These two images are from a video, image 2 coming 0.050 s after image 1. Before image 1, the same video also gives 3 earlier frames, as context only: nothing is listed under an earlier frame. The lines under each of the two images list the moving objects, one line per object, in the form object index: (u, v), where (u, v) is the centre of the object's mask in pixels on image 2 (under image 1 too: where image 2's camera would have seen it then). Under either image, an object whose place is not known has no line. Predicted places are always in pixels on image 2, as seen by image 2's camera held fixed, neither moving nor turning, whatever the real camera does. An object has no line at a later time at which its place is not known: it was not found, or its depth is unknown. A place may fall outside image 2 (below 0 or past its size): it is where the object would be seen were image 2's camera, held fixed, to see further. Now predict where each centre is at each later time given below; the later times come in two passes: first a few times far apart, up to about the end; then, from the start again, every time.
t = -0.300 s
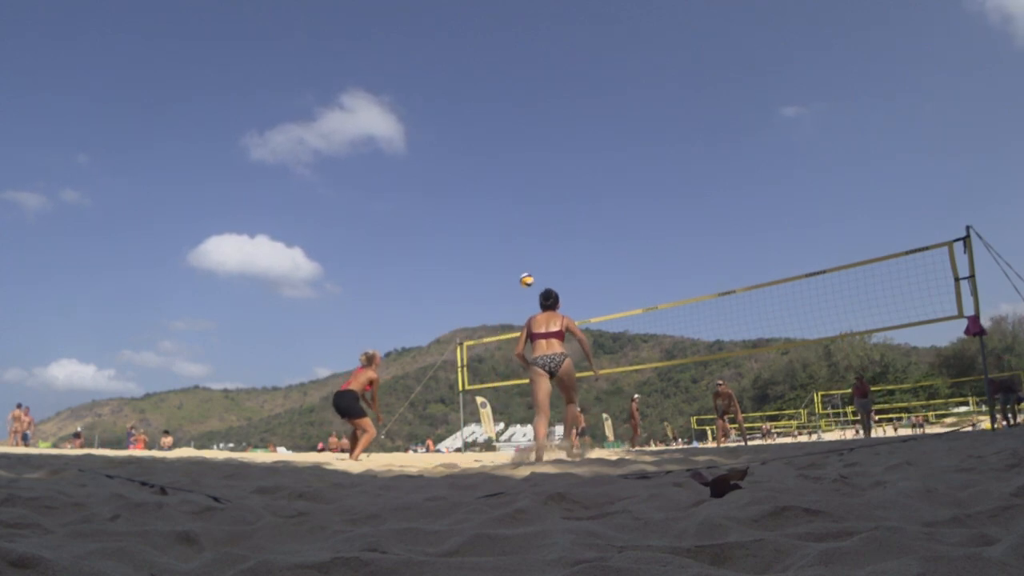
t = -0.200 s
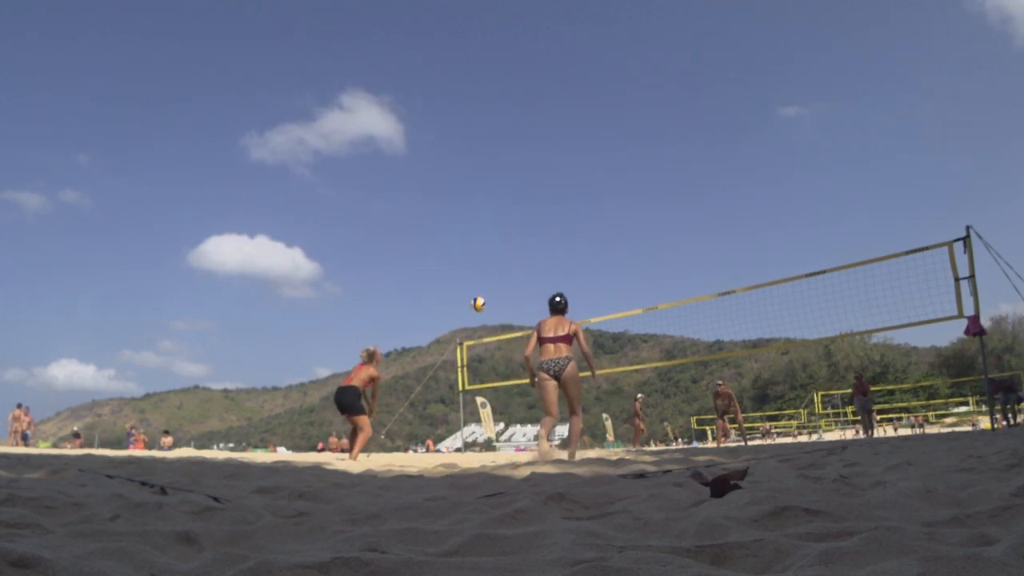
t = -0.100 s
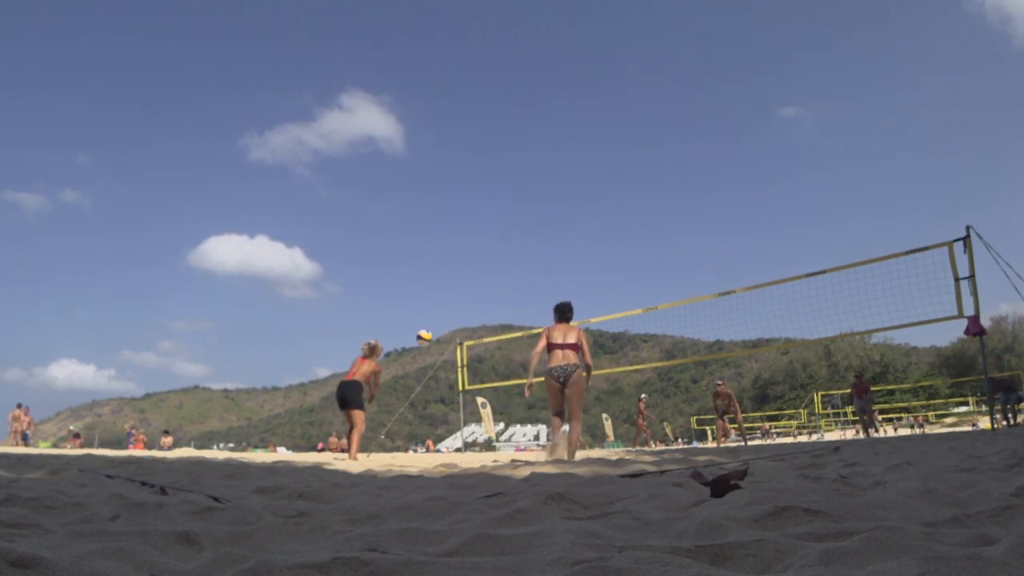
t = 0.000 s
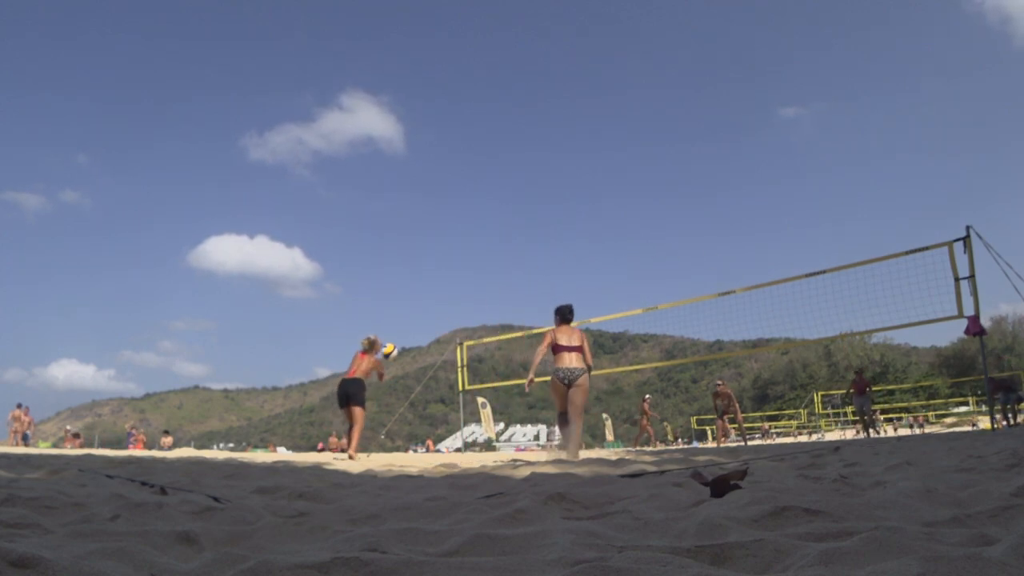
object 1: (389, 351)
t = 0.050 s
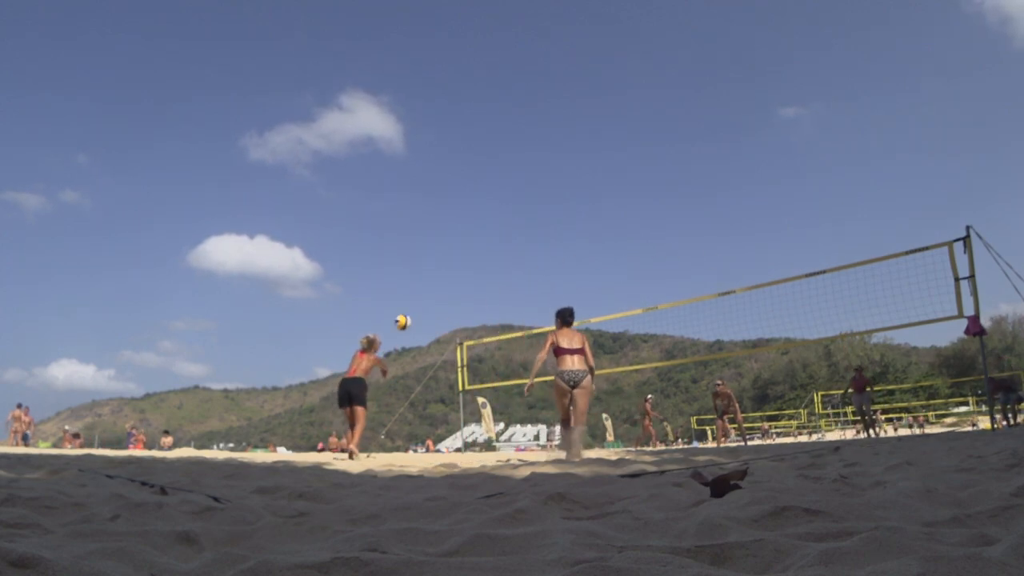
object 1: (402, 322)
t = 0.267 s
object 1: (456, 224)
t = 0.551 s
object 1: (518, 159)
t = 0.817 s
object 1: (568, 144)
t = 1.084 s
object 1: (617, 169)
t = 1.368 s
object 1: (669, 237)
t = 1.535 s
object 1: (699, 299)
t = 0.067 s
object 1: (407, 313)
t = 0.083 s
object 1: (411, 304)
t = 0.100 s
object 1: (416, 295)
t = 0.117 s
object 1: (420, 287)
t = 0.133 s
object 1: (424, 279)
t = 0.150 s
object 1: (429, 271)
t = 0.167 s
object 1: (433, 264)
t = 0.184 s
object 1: (437, 257)
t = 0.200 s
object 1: (441, 250)
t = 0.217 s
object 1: (445, 243)
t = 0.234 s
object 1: (449, 236)
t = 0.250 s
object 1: (453, 230)
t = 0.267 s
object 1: (456, 224)
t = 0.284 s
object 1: (460, 219)
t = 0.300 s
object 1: (464, 213)
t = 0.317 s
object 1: (468, 209)
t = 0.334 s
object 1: (471, 204)
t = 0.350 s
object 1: (475, 199)
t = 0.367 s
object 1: (479, 195)
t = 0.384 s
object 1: (483, 190)
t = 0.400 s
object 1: (486, 186)
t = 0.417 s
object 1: (490, 183)
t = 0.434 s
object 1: (493, 179)
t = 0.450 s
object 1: (497, 175)
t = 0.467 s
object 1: (500, 172)
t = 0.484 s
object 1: (504, 169)
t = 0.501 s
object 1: (507, 166)
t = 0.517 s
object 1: (511, 164)
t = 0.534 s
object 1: (514, 161)
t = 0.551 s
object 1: (518, 159)
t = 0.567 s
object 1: (521, 157)
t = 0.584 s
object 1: (524, 154)
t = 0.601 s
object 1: (527, 153)
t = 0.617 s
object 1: (530, 151)
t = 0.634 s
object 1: (534, 149)
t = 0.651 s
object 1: (537, 148)
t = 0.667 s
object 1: (540, 147)
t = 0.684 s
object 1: (543, 146)
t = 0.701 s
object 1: (547, 145)
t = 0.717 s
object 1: (550, 144)
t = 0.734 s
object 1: (553, 144)
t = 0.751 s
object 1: (556, 144)
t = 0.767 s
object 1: (559, 143)
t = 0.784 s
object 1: (562, 143)
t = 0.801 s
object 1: (565, 143)
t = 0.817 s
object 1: (568, 144)
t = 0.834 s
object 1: (572, 144)
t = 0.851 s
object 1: (575, 145)
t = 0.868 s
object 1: (578, 146)
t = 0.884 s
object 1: (581, 147)
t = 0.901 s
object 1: (584, 148)
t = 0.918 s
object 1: (587, 149)
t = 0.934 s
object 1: (590, 151)
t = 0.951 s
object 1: (593, 152)
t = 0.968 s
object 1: (596, 153)
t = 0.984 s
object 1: (599, 155)
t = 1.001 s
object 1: (602, 157)
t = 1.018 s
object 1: (605, 159)
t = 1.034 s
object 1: (608, 162)
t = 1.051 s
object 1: (612, 164)
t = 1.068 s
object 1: (614, 166)
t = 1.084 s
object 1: (617, 169)
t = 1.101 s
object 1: (620, 172)
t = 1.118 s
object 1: (623, 175)
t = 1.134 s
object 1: (626, 178)
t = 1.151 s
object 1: (629, 181)
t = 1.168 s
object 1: (633, 185)
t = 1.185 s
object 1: (635, 188)
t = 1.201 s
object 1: (639, 192)
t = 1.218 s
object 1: (642, 196)
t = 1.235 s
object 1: (645, 199)
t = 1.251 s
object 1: (648, 203)
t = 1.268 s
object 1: (651, 208)
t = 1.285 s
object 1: (654, 212)
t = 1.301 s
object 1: (657, 217)
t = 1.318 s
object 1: (660, 221)
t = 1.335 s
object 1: (663, 227)
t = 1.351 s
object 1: (666, 232)
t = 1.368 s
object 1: (669, 237)
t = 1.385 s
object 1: (672, 243)
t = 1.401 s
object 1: (675, 249)
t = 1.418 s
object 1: (678, 254)
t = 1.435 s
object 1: (681, 260)
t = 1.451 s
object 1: (684, 267)
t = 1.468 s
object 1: (687, 273)
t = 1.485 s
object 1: (690, 279)
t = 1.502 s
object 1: (693, 286)
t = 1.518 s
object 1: (696, 291)
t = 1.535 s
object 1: (699, 299)
